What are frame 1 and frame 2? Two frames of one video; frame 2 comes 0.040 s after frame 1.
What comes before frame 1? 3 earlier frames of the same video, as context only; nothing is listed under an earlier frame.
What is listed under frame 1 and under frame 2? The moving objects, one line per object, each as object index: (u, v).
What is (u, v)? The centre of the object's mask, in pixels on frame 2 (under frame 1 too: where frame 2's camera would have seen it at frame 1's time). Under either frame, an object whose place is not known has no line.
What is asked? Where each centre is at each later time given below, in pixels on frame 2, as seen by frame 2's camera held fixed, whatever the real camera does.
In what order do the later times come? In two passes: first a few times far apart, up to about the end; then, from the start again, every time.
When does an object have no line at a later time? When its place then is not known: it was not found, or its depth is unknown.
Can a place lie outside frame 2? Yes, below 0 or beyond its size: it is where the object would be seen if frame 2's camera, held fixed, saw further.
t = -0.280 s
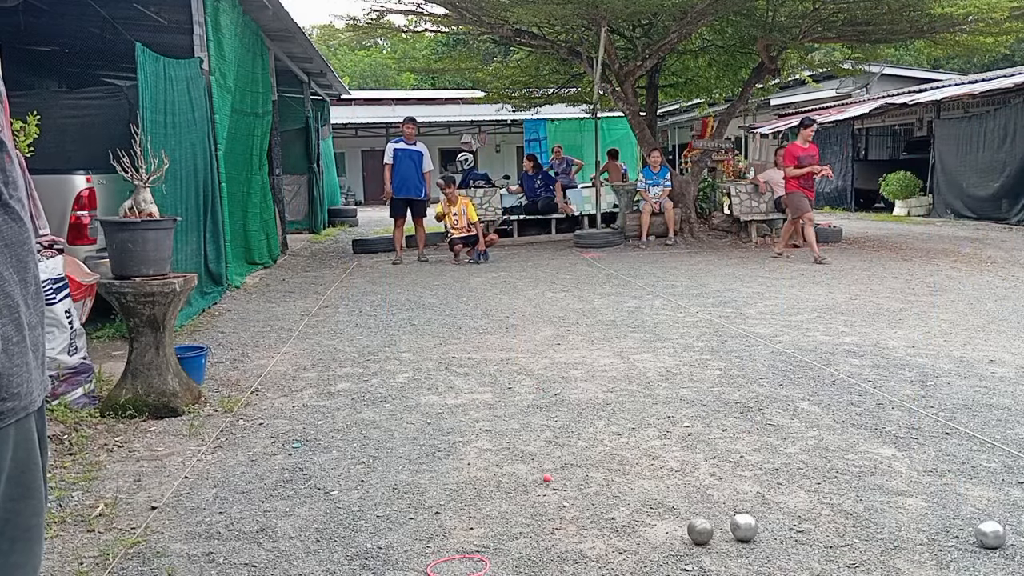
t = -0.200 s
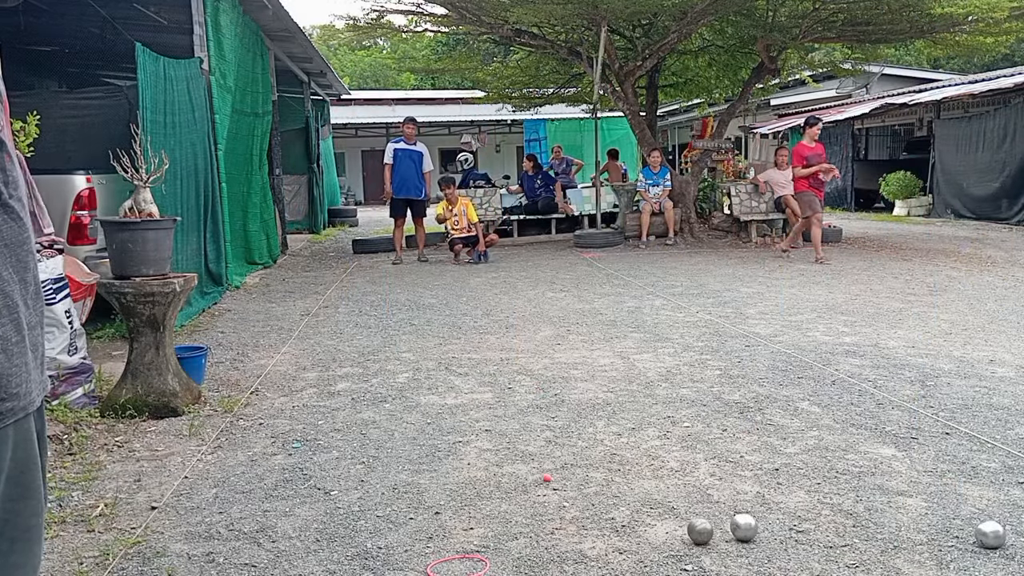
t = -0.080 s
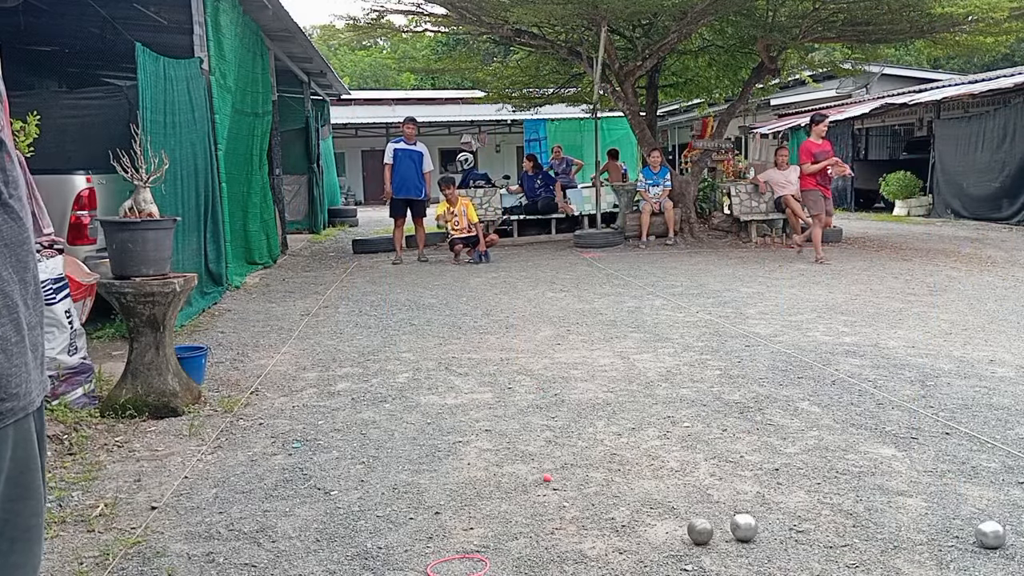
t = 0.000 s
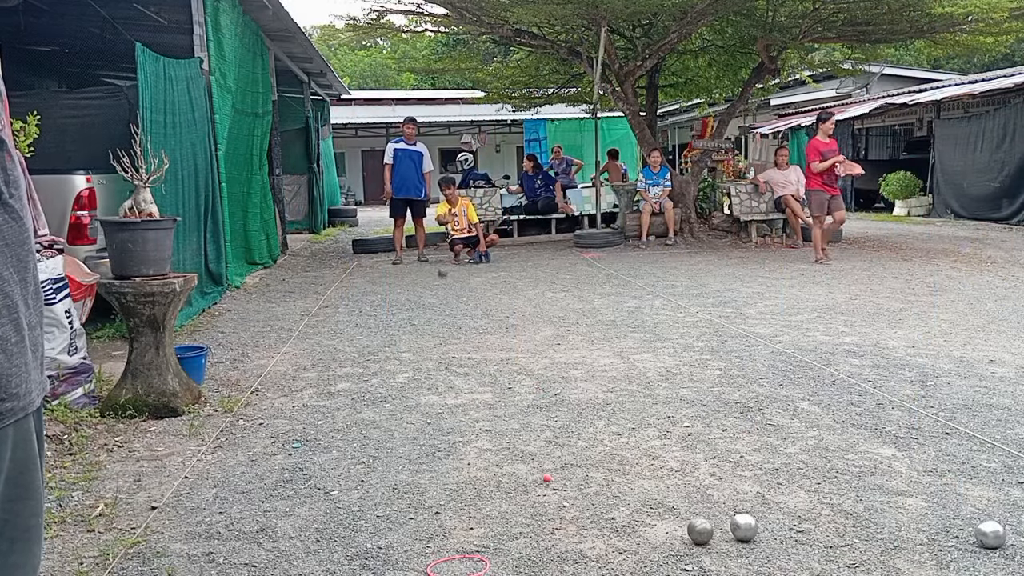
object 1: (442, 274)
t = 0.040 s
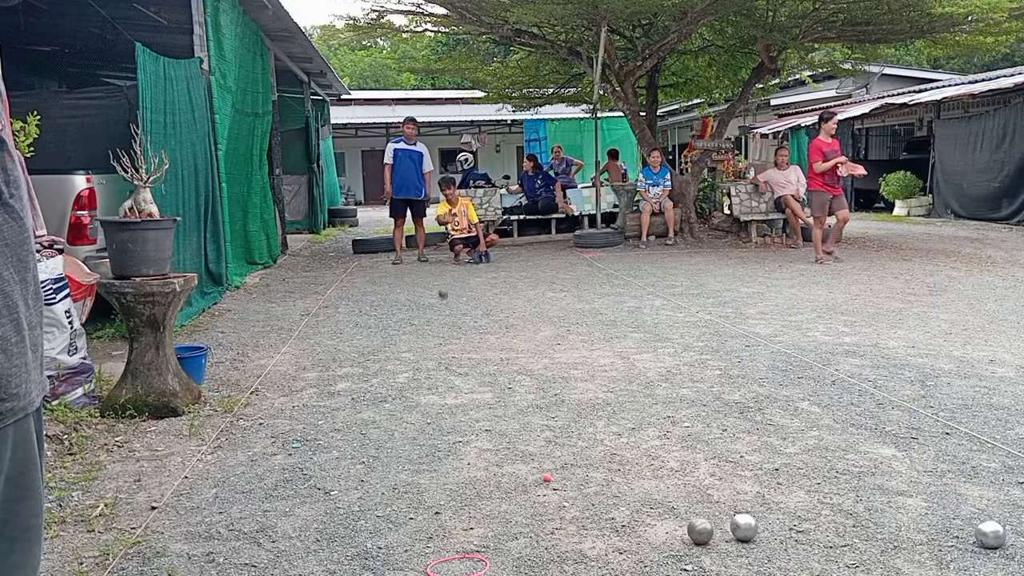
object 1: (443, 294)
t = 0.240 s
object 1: (448, 340)
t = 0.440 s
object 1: (455, 350)
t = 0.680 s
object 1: (463, 366)
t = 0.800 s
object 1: (468, 370)
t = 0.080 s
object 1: (444, 317)
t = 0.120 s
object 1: (444, 330)
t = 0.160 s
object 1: (446, 331)
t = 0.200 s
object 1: (447, 334)
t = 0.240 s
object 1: (448, 340)
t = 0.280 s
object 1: (449, 340)
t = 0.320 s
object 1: (450, 340)
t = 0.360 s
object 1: (451, 341)
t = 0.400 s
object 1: (454, 350)
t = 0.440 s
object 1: (455, 350)
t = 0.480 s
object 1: (456, 351)
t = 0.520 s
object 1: (457, 354)
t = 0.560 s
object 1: (458, 359)
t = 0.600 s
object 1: (460, 363)
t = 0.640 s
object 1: (461, 365)
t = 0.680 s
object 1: (463, 366)
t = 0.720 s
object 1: (465, 365)
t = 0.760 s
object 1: (466, 366)
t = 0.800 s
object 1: (468, 370)
